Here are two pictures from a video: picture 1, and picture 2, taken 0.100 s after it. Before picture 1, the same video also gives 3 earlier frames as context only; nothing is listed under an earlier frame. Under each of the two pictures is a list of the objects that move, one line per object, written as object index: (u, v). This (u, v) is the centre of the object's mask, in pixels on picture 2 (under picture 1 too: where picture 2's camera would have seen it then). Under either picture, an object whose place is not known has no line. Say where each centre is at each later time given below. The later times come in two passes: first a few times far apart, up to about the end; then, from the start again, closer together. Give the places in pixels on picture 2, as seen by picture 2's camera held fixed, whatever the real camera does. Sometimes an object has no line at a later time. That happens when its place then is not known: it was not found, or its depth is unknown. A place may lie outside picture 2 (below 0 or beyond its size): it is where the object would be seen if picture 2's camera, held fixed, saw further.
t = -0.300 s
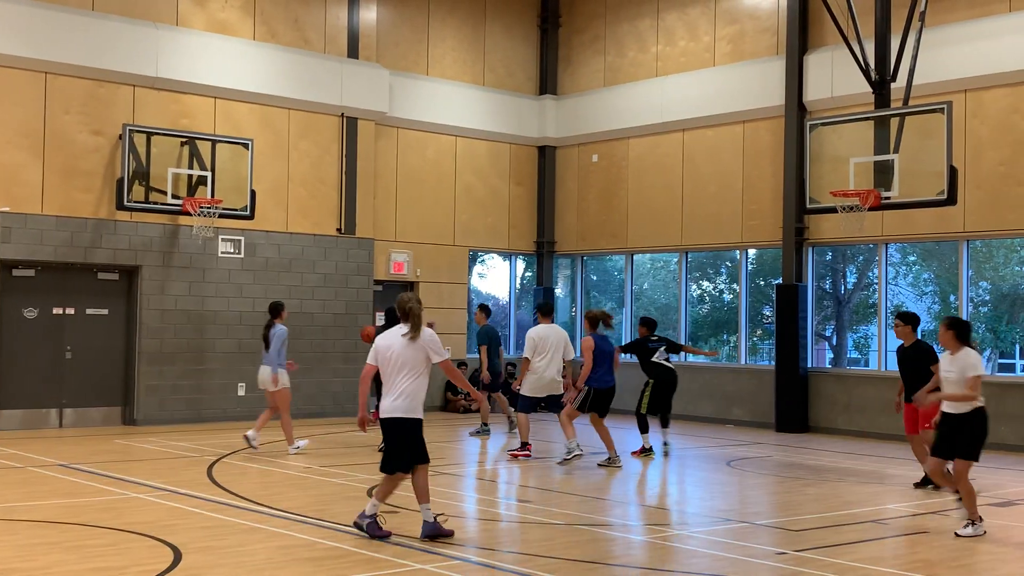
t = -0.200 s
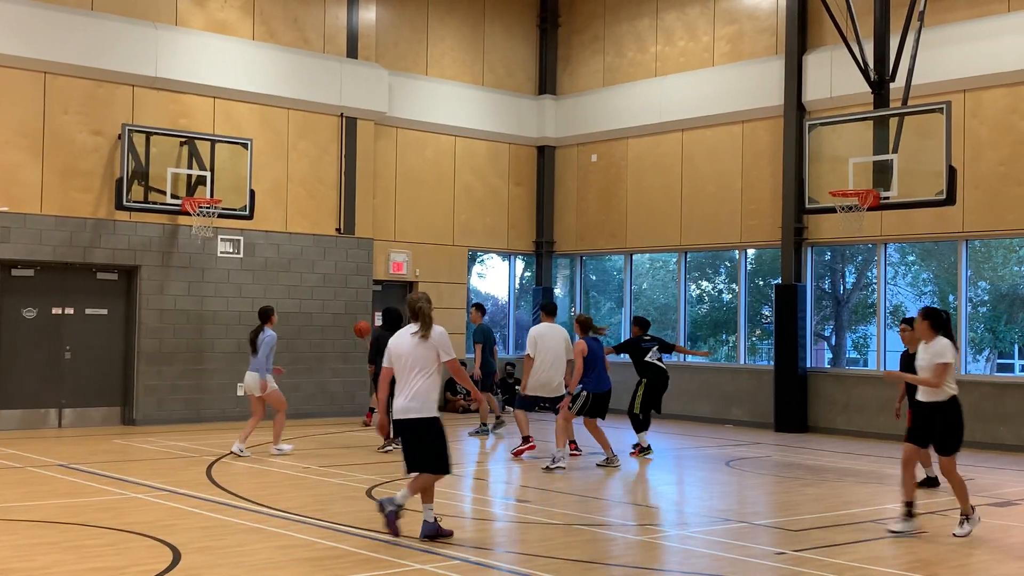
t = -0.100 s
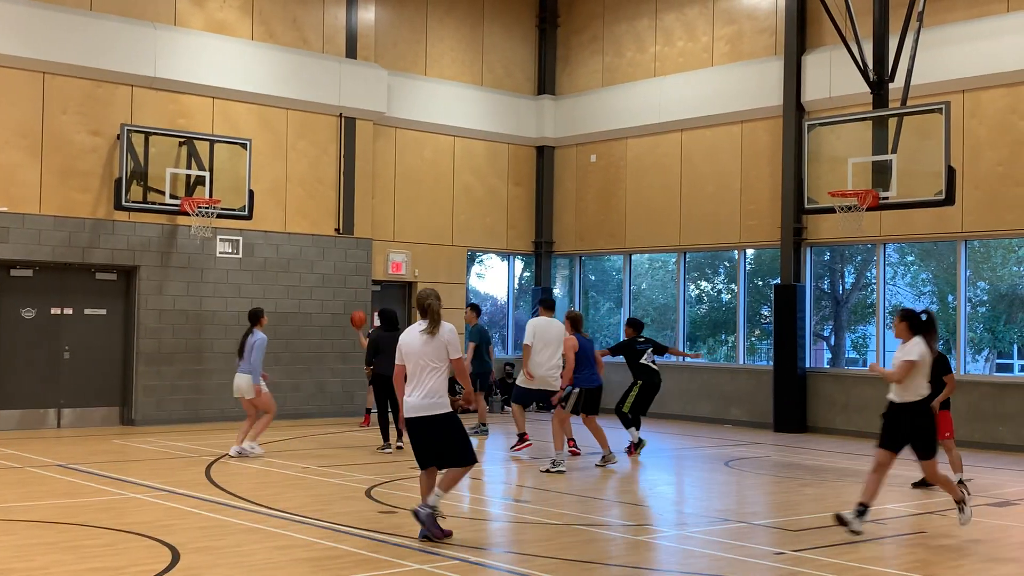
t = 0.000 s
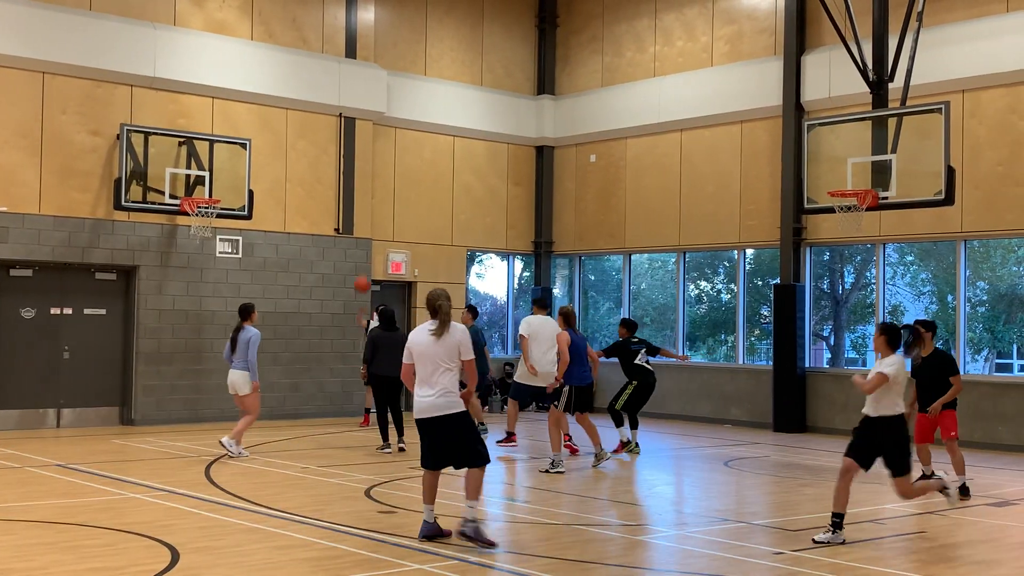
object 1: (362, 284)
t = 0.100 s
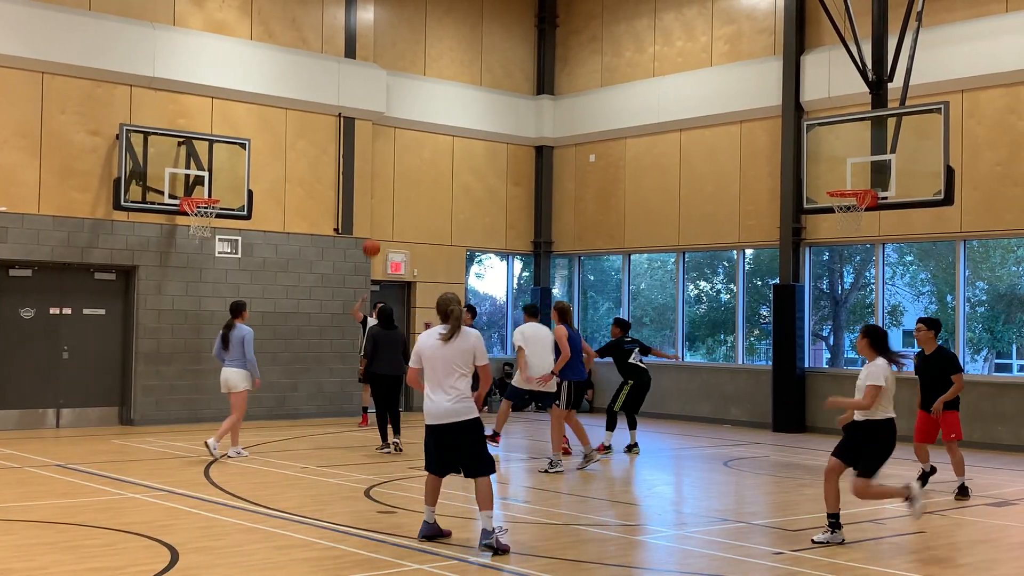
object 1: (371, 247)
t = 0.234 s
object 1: (384, 206)
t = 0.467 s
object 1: (411, 158)
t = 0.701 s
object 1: (445, 149)
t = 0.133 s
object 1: (374, 237)
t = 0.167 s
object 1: (378, 226)
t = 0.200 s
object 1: (381, 216)
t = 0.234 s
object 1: (384, 206)
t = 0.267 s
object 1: (388, 198)
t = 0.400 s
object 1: (402, 168)
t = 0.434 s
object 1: (406, 162)
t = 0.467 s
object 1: (411, 158)
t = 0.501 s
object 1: (415, 154)
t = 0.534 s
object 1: (420, 151)
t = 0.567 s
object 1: (425, 148)
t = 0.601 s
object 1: (429, 147)
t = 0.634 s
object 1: (434, 147)
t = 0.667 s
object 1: (440, 148)
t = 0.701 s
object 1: (445, 149)
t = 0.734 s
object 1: (451, 153)
